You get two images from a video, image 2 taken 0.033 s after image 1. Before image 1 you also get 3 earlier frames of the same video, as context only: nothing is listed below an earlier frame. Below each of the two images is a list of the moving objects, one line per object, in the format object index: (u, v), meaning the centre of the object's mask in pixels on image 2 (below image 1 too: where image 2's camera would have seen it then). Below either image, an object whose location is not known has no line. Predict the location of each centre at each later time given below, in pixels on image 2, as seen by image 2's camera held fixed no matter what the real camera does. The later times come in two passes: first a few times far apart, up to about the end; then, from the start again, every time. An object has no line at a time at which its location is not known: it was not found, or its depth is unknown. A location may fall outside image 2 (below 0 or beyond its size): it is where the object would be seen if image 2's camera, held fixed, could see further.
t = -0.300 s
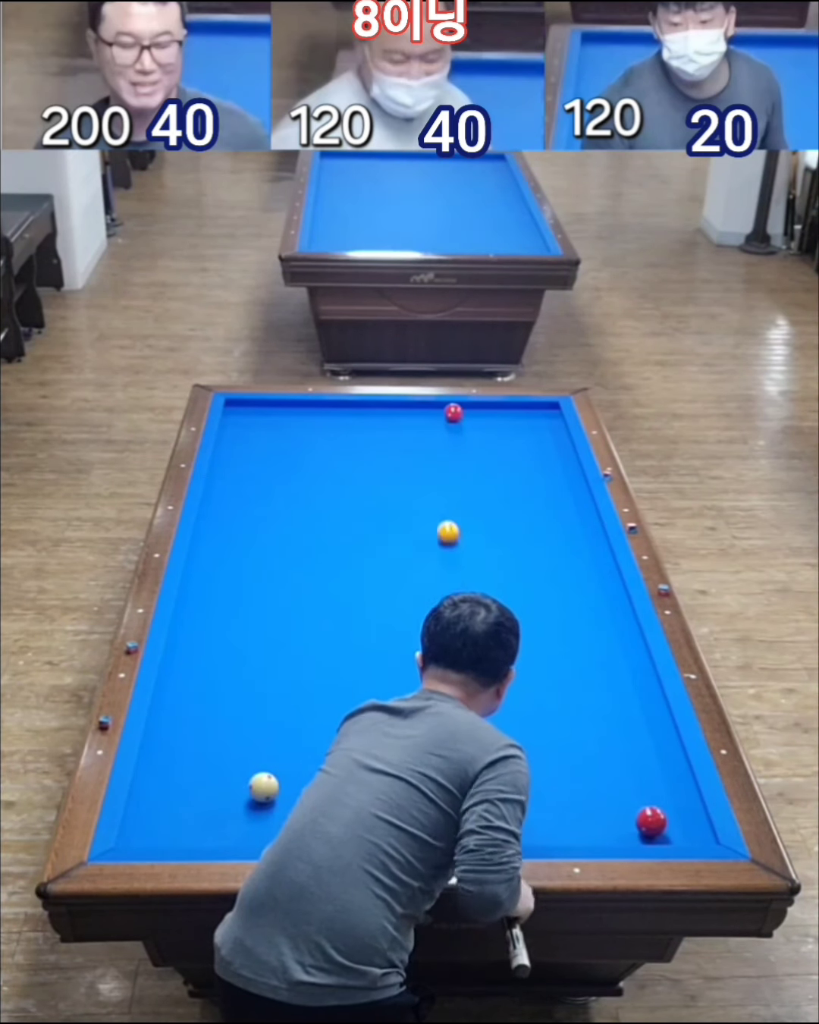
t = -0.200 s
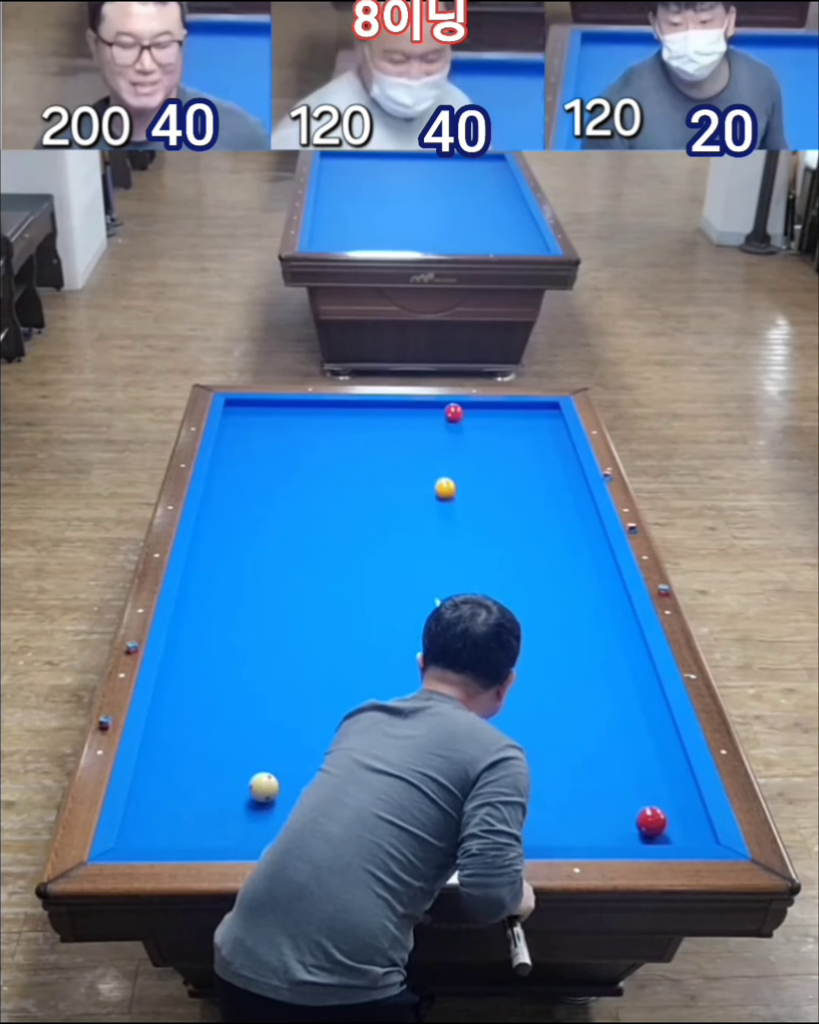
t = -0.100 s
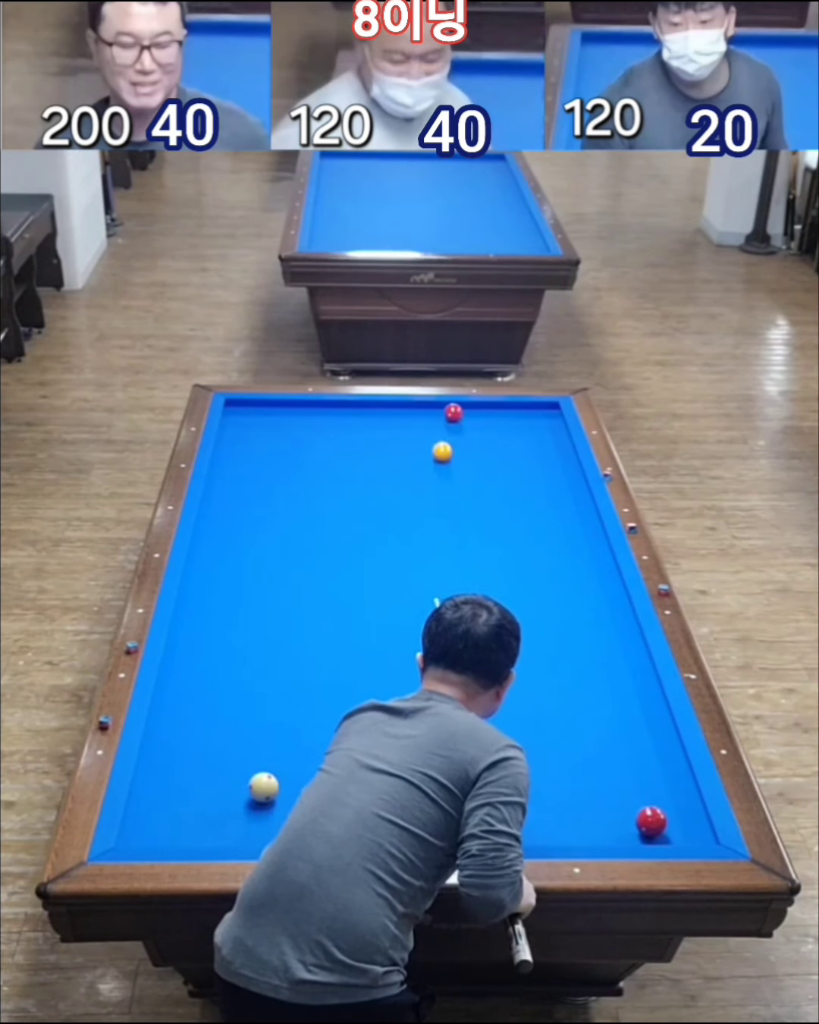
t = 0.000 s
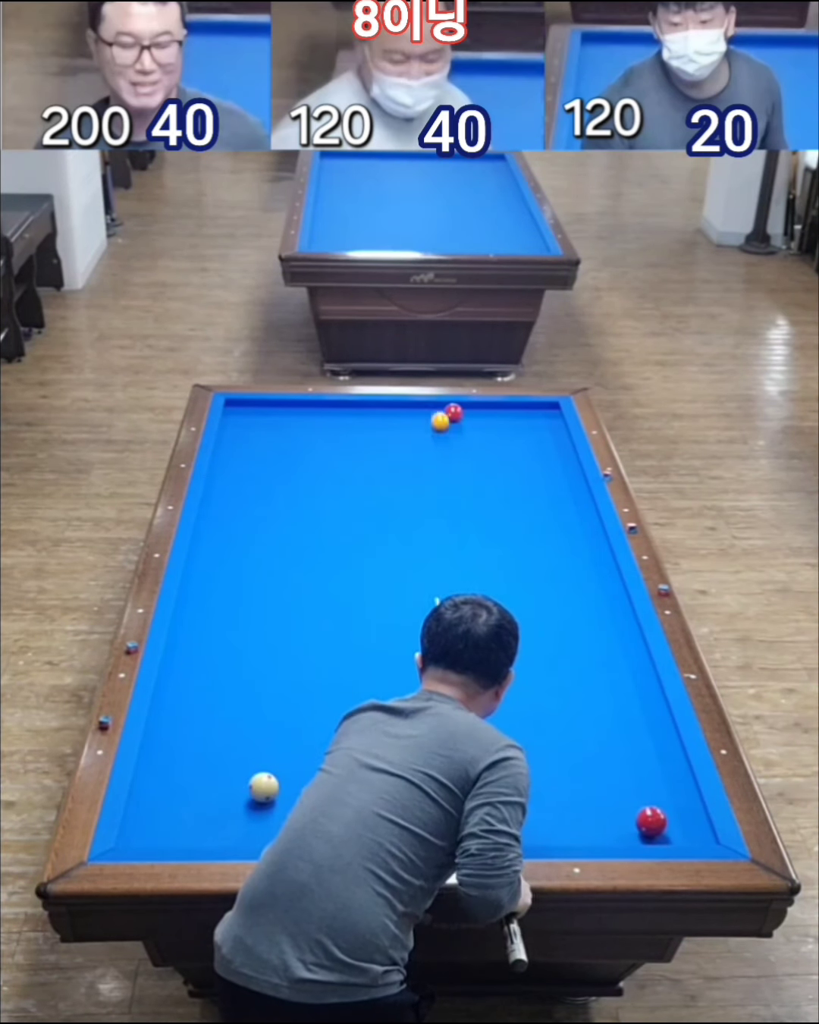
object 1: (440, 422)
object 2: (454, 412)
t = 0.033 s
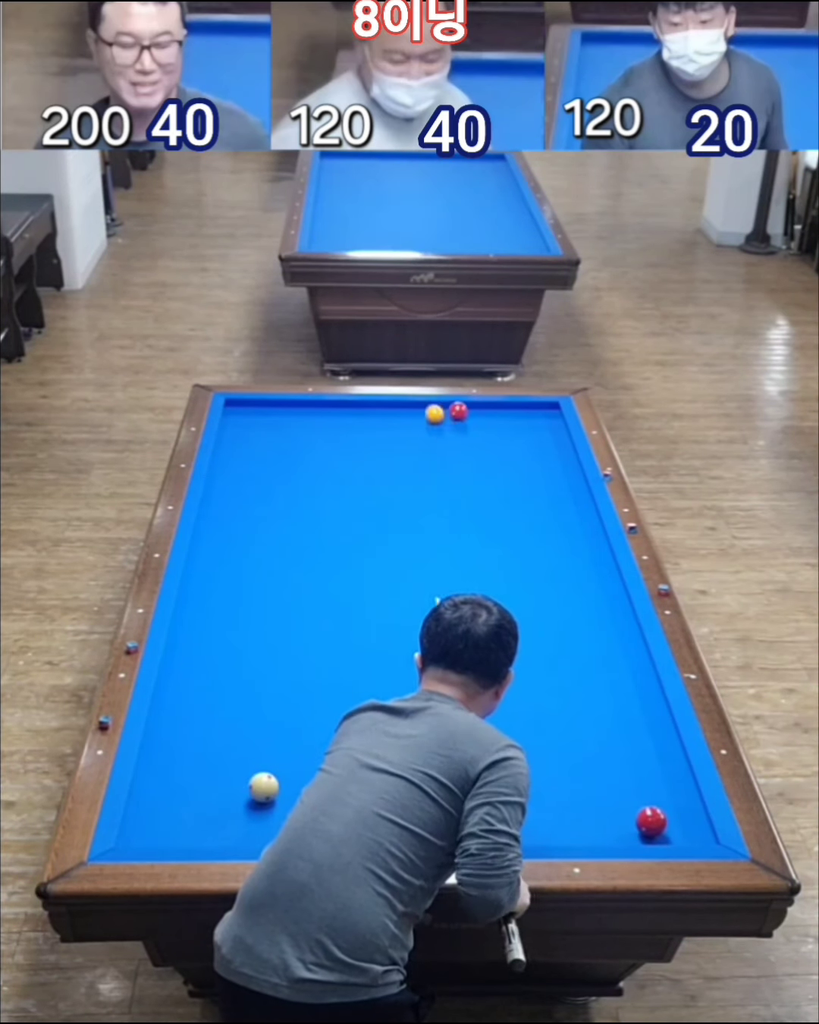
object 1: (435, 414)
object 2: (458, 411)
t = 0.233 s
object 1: (378, 418)
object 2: (502, 415)
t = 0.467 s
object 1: (319, 438)
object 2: (540, 428)
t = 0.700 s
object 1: (256, 459)
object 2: (556, 441)
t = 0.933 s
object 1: (233, 482)
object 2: (542, 454)
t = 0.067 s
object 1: (424, 409)
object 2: (469, 408)
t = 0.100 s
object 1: (414, 405)
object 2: (477, 406)
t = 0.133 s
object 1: (405, 408)
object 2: (483, 408)
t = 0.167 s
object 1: (396, 412)
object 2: (490, 411)
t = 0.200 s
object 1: (387, 415)
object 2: (496, 413)
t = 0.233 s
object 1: (378, 418)
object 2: (502, 415)
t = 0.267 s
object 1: (369, 421)
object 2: (507, 417)
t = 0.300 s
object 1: (361, 424)
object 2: (513, 418)
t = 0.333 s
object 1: (353, 427)
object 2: (518, 420)
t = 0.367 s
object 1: (345, 430)
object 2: (523, 422)
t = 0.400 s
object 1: (336, 433)
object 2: (529, 424)
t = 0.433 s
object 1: (327, 435)
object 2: (534, 426)
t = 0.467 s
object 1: (319, 438)
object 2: (540, 428)
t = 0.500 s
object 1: (310, 441)
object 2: (545, 430)
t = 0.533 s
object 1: (301, 444)
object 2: (551, 432)
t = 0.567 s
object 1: (292, 447)
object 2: (556, 434)
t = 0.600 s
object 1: (284, 450)
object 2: (562, 436)
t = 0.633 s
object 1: (275, 453)
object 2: (561, 438)
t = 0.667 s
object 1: (265, 456)
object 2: (558, 440)
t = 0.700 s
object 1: (256, 459)
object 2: (556, 441)
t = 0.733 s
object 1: (247, 462)
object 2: (554, 443)
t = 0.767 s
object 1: (238, 466)
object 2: (552, 445)
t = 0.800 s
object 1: (229, 469)
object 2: (550, 446)
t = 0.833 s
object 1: (219, 472)
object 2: (548, 448)
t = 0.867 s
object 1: (221, 475)
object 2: (546, 450)
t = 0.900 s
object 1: (227, 479)
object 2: (544, 452)
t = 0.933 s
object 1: (233, 482)
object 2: (542, 454)
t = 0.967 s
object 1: (237, 486)
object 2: (540, 455)
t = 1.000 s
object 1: (241, 490)
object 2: (538, 457)
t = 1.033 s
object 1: (245, 493)
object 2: (535, 459)
